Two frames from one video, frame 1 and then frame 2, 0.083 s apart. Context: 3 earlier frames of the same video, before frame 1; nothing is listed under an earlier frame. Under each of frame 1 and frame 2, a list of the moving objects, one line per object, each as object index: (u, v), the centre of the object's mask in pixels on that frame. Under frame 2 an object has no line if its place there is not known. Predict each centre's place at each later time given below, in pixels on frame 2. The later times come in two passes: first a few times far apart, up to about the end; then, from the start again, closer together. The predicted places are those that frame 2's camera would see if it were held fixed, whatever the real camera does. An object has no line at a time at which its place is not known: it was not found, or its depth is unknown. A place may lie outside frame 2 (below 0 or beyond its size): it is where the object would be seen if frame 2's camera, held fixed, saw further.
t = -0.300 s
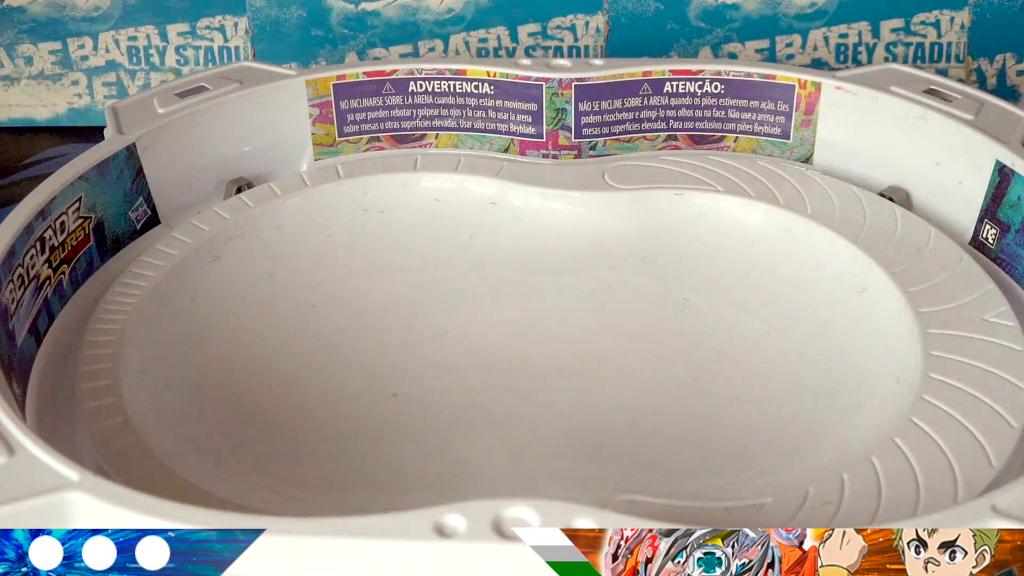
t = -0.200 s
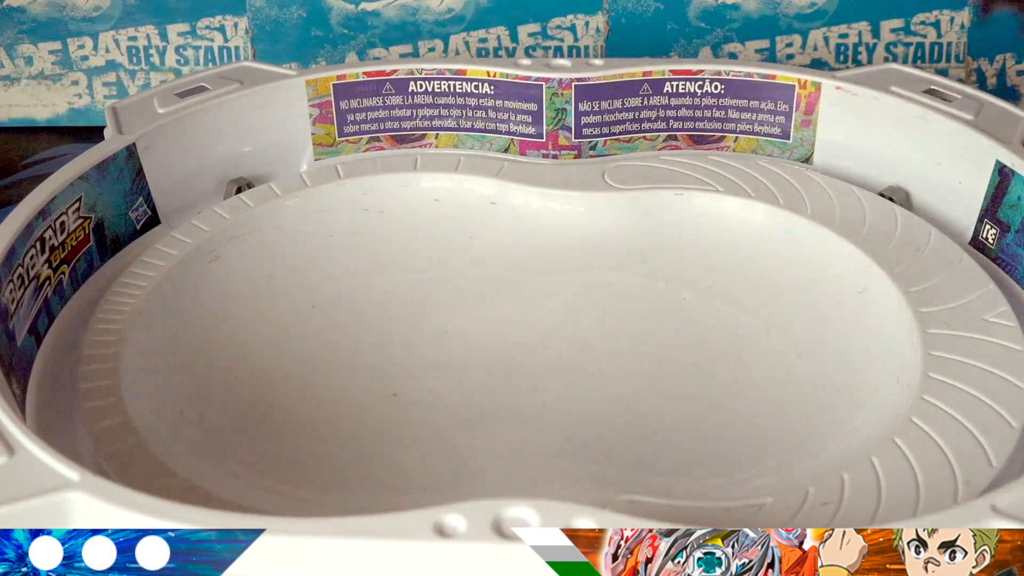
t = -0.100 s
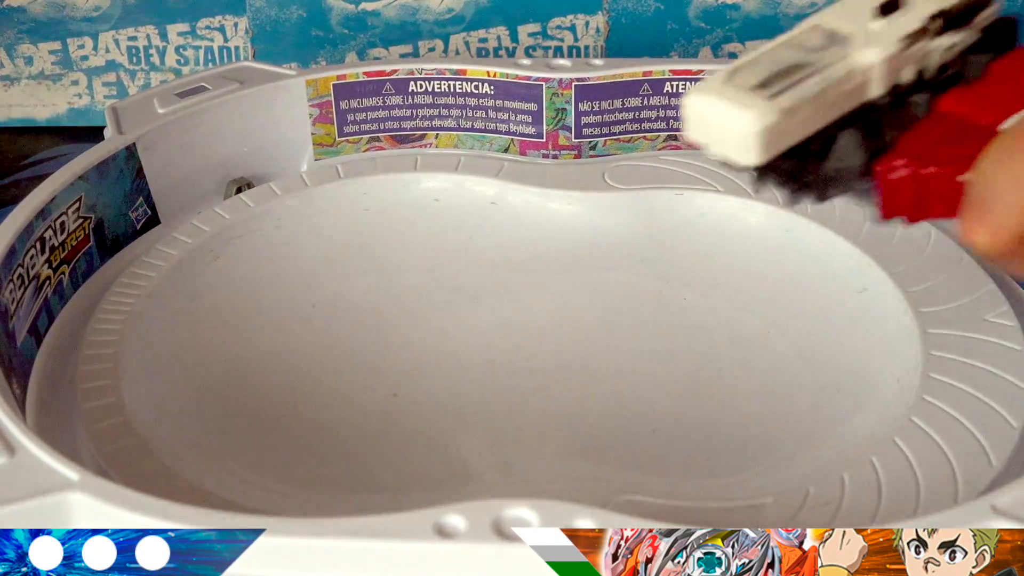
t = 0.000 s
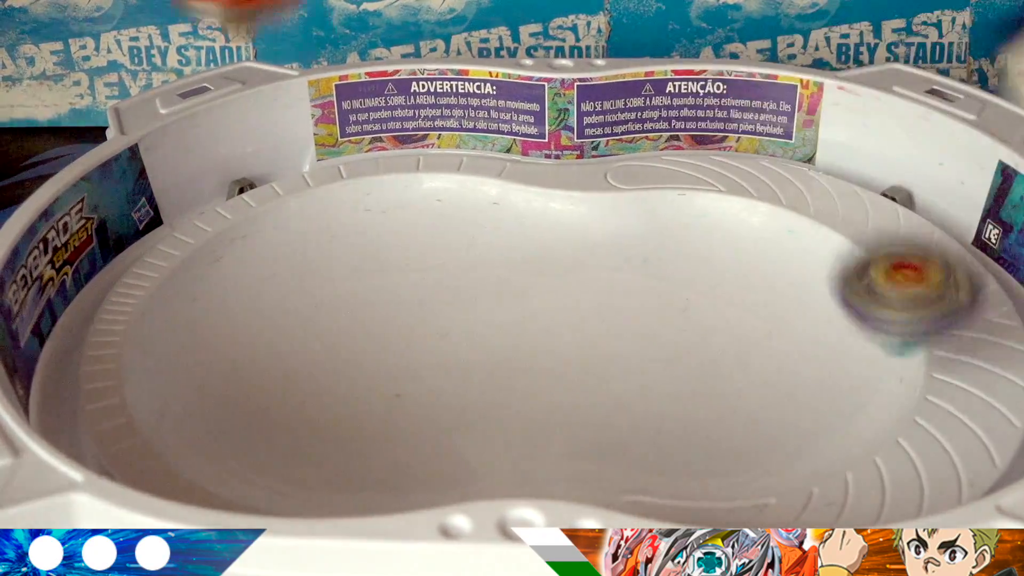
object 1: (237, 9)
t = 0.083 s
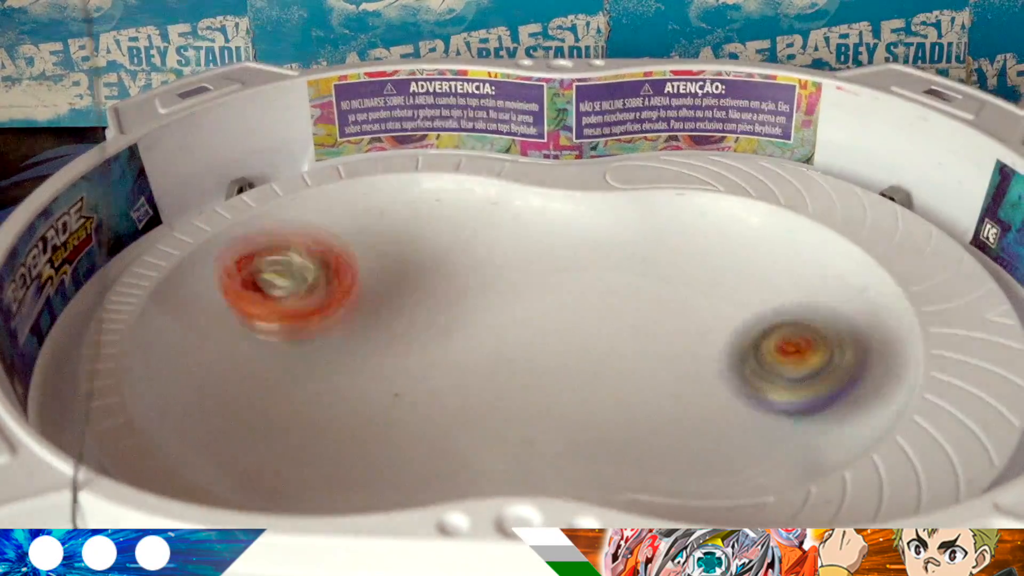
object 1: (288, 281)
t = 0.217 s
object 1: (393, 303)
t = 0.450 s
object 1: (190, 215)
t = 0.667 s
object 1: (404, 379)
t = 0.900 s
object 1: (316, 384)
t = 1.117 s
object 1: (320, 329)
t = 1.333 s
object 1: (442, 306)
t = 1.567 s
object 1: (413, 297)
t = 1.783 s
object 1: (349, 317)
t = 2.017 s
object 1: (443, 333)
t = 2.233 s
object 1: (471, 297)
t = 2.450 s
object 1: (313, 313)
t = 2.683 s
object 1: (301, 386)
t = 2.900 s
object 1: (485, 370)
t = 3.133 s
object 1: (556, 285)
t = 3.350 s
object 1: (459, 314)
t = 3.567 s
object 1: (345, 321)
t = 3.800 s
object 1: (174, 297)
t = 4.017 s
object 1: (465, 375)
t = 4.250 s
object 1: (685, 303)
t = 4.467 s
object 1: (689, 295)
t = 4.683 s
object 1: (572, 307)
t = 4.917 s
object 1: (493, 325)
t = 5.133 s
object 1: (428, 333)
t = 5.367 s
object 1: (383, 334)
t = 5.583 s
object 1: (403, 347)
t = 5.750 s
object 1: (357, 341)
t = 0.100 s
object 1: (303, 318)
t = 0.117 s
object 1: (314, 308)
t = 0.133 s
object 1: (327, 303)
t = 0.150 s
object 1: (340, 303)
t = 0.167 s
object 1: (355, 307)
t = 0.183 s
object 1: (369, 306)
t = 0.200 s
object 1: (381, 304)
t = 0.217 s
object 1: (393, 303)
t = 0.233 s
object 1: (404, 298)
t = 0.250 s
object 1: (386, 293)
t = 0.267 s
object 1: (352, 278)
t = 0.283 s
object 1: (319, 264)
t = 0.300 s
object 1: (291, 249)
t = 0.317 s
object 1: (264, 233)
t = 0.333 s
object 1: (242, 218)
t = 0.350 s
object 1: (228, 205)
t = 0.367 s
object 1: (219, 195)
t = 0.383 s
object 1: (210, 191)
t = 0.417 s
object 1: (194, 199)
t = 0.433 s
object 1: (191, 208)
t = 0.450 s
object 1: (190, 215)
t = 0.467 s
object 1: (192, 224)
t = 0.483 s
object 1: (196, 237)
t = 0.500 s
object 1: (202, 257)
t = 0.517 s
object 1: (214, 280)
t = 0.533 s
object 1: (230, 297)
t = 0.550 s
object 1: (249, 312)
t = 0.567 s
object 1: (269, 329)
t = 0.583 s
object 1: (289, 342)
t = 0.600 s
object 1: (311, 353)
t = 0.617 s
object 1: (333, 361)
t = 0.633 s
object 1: (356, 371)
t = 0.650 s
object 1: (380, 373)
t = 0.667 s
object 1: (404, 379)
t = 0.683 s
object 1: (427, 380)
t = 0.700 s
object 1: (449, 380)
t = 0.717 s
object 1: (474, 378)
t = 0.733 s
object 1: (496, 377)
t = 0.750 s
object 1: (496, 372)
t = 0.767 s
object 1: (472, 373)
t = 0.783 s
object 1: (449, 379)
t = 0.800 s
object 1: (427, 389)
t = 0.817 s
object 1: (405, 391)
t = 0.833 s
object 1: (385, 392)
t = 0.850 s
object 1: (365, 392)
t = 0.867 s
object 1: (346, 390)
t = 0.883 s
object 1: (331, 388)
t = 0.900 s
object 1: (316, 384)
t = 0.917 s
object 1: (303, 381)
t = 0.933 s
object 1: (294, 375)
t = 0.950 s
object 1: (285, 372)
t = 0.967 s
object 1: (281, 365)
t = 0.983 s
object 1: (277, 362)
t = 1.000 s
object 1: (277, 355)
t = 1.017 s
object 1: (278, 353)
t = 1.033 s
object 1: (281, 347)
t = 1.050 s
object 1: (285, 344)
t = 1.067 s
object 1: (292, 339)
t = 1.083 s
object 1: (300, 337)
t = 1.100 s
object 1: (309, 332)
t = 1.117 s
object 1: (320, 329)
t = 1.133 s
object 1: (330, 327)
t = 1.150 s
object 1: (342, 324)
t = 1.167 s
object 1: (354, 322)
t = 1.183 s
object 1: (366, 320)
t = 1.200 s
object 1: (379, 317)
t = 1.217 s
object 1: (391, 317)
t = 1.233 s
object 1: (401, 315)
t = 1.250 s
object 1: (410, 314)
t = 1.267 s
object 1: (418, 312)
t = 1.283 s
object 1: (425, 312)
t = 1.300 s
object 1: (432, 309)
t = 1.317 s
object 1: (438, 308)
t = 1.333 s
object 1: (442, 306)
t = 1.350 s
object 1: (446, 306)
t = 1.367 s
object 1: (448, 304)
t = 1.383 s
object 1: (450, 303)
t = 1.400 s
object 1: (451, 302)
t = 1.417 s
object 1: (450, 301)
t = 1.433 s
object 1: (449, 300)
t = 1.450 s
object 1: (447, 299)
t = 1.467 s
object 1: (444, 298)
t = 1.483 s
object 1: (441, 298)
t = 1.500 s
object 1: (437, 297)
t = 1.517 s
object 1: (432, 297)
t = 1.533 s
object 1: (425, 296)
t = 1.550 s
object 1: (420, 297)
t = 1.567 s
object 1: (413, 297)
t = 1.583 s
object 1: (406, 298)
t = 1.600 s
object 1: (397, 298)
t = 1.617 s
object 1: (388, 299)
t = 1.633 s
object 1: (378, 299)
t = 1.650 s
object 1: (369, 300)
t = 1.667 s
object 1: (361, 301)
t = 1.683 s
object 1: (355, 301)
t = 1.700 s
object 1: (350, 303)
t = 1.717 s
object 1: (347, 305)
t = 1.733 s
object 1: (346, 307)
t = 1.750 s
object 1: (346, 311)
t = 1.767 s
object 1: (347, 314)
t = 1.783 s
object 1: (349, 317)
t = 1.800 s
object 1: (353, 321)
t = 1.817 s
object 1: (357, 324)
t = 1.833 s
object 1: (362, 327)
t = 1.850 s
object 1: (368, 329)
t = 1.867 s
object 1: (376, 332)
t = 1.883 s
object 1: (385, 334)
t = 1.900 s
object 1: (393, 336)
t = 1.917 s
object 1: (402, 338)
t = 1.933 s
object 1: (410, 338)
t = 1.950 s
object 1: (417, 338)
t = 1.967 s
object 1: (423, 337)
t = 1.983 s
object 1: (431, 337)
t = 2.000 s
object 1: (437, 335)
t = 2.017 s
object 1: (443, 333)
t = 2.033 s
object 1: (449, 331)
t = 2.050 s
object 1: (454, 328)
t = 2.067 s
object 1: (459, 325)
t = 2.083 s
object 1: (462, 322)
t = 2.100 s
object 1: (467, 319)
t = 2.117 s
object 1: (470, 315)
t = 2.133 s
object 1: (473, 311)
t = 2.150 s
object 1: (475, 308)
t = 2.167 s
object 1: (476, 305)
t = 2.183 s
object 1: (475, 302)
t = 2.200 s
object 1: (475, 300)
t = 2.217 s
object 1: (474, 298)
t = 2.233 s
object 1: (471, 297)
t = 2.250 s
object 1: (467, 297)
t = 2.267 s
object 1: (464, 296)
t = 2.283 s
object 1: (458, 296)
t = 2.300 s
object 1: (451, 296)
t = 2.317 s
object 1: (444, 297)
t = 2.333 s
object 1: (437, 297)
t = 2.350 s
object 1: (428, 299)
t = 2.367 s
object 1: (407, 302)
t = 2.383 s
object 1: (385, 304)
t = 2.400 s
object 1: (364, 308)
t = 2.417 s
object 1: (346, 309)
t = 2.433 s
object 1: (329, 312)
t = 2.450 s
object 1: (313, 313)
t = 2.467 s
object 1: (300, 316)
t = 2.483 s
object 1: (288, 318)
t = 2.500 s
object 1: (278, 322)
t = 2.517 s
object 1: (271, 325)
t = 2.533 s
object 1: (266, 329)
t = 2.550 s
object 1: (262, 334)
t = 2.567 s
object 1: (261, 339)
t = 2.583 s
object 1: (262, 344)
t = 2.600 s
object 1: (266, 350)
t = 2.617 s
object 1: (270, 356)
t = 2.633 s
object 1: (277, 363)
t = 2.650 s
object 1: (283, 371)
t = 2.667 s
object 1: (292, 379)
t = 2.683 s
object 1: (301, 386)
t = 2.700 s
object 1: (313, 393)
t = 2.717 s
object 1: (326, 398)
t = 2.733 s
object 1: (341, 403)
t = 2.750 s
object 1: (357, 403)
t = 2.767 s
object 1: (373, 405)
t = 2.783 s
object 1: (388, 405)
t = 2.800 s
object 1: (403, 401)
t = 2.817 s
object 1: (418, 398)
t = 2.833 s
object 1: (431, 393)
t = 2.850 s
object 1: (445, 388)
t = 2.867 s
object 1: (458, 383)
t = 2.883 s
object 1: (471, 376)
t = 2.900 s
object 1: (485, 370)
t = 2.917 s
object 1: (498, 363)
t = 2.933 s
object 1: (510, 355)
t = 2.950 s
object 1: (521, 347)
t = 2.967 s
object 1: (531, 339)
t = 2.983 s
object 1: (538, 330)
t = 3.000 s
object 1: (545, 321)
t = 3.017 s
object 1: (550, 315)
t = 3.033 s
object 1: (554, 309)
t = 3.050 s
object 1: (557, 304)
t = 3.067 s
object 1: (559, 298)
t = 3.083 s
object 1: (560, 295)
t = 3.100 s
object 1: (560, 290)
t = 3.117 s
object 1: (558, 287)
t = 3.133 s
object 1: (556, 285)
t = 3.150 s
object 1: (552, 281)
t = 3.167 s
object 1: (548, 282)
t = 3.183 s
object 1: (543, 281)
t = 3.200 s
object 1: (537, 283)
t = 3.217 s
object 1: (530, 285)
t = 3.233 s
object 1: (523, 287)
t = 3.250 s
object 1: (514, 289)
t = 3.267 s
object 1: (506, 293)
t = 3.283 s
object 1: (497, 297)
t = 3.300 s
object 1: (489, 301)
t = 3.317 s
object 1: (479, 306)
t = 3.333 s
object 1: (470, 310)
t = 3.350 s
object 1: (459, 314)
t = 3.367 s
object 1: (448, 317)
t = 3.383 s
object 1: (436, 321)
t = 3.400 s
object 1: (425, 322)
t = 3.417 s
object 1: (413, 325)
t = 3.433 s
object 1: (402, 326)
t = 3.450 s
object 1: (391, 327)
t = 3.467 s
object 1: (381, 327)
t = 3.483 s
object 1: (370, 327)
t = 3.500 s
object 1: (362, 325)
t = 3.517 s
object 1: (355, 324)
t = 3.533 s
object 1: (350, 323)
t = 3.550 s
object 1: (347, 322)
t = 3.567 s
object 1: (345, 321)
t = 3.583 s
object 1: (317, 317)
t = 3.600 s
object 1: (266, 304)
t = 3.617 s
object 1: (220, 290)
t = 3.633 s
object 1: (199, 266)
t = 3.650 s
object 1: (188, 251)
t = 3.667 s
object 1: (175, 236)
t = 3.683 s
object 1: (166, 227)
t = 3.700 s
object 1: (160, 223)
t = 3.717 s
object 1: (155, 225)
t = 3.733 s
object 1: (151, 233)
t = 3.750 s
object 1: (147, 247)
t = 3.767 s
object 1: (145, 265)
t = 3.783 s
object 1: (155, 286)
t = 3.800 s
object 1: (174, 297)
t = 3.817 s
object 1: (191, 302)
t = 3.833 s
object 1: (209, 311)
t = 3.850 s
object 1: (230, 328)
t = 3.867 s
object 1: (252, 349)
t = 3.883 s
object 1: (273, 351)
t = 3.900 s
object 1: (298, 359)
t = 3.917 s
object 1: (323, 367)
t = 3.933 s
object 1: (349, 373)
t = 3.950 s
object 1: (373, 375)
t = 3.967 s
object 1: (399, 377)
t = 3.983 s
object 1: (422, 377)
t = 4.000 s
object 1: (442, 377)
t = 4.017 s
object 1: (465, 375)
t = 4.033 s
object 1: (489, 373)
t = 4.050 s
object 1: (508, 370)
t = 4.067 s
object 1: (527, 368)
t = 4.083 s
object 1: (548, 362)
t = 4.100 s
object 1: (568, 357)
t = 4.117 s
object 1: (586, 350)
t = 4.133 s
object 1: (602, 346)
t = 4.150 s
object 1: (619, 338)
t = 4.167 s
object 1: (633, 331)
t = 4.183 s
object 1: (644, 326)
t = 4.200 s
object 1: (657, 319)
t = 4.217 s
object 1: (669, 313)
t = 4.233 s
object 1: (678, 308)
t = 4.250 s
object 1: (685, 303)
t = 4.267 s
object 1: (694, 299)
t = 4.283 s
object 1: (701, 295)
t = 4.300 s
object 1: (706, 293)
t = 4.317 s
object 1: (711, 290)
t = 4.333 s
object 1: (715, 289)
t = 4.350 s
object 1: (716, 288)
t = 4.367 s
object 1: (716, 286)
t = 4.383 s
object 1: (716, 288)
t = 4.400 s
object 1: (713, 288)
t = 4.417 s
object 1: (707, 289)
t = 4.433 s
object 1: (703, 291)
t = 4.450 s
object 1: (698, 293)
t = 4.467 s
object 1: (689, 295)
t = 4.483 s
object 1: (680, 297)
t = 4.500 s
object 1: (673, 299)
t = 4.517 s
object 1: (664, 301)
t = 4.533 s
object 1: (655, 303)
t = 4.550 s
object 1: (646, 305)
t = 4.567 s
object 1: (637, 305)
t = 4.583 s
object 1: (626, 306)
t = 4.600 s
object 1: (617, 308)
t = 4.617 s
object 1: (608, 308)
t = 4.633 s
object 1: (598, 307)
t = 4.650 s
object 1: (588, 308)
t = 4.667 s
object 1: (581, 307)
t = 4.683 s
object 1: (572, 307)
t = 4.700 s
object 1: (563, 307)
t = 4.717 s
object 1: (556, 307)
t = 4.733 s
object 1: (550, 307)
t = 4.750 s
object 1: (542, 308)
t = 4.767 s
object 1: (536, 308)
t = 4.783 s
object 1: (532, 309)
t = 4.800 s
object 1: (526, 311)
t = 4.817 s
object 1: (521, 312)
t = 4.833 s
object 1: (518, 314)
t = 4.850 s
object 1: (512, 316)
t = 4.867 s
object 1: (507, 319)
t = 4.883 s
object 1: (504, 321)
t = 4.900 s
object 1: (499, 324)
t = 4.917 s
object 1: (493, 325)
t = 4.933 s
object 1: (489, 326)
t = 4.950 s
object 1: (484, 327)
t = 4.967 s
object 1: (478, 329)
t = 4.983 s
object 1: (473, 331)
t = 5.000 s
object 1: (468, 332)
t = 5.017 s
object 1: (465, 332)
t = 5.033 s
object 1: (459, 332)
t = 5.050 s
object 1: (453, 333)
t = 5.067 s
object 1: (449, 333)
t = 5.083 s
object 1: (442, 333)
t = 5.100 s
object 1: (436, 332)
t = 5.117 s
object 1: (433, 332)
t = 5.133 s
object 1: (428, 333)
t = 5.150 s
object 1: (423, 332)
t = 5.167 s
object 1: (419, 332)
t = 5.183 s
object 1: (415, 333)
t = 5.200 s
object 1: (409, 332)
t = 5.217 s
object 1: (406, 333)
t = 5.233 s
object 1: (402, 335)
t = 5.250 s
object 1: (397, 334)
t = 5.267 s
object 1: (394, 334)
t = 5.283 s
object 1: (391, 337)
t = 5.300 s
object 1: (387, 335)
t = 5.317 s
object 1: (386, 334)
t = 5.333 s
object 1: (384, 337)
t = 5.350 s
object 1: (382, 335)
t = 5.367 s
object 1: (383, 334)
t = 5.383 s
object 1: (383, 337)
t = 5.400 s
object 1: (384, 335)
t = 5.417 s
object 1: (387, 336)
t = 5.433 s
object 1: (388, 337)
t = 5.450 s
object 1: (391, 335)
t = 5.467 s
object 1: (394, 338)
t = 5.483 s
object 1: (396, 338)
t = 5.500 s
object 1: (400, 338)
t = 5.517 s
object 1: (402, 342)
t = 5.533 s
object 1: (403, 340)
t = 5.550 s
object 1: (406, 343)
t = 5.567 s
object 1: (404, 344)
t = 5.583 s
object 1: (403, 347)
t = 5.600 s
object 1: (402, 348)
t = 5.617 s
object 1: (397, 349)
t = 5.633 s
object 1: (394, 351)
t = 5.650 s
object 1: (389, 351)
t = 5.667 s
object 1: (381, 351)
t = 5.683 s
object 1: (378, 350)
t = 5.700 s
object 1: (371, 348)
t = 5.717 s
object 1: (365, 347)
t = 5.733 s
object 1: (362, 343)
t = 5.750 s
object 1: (357, 341)
